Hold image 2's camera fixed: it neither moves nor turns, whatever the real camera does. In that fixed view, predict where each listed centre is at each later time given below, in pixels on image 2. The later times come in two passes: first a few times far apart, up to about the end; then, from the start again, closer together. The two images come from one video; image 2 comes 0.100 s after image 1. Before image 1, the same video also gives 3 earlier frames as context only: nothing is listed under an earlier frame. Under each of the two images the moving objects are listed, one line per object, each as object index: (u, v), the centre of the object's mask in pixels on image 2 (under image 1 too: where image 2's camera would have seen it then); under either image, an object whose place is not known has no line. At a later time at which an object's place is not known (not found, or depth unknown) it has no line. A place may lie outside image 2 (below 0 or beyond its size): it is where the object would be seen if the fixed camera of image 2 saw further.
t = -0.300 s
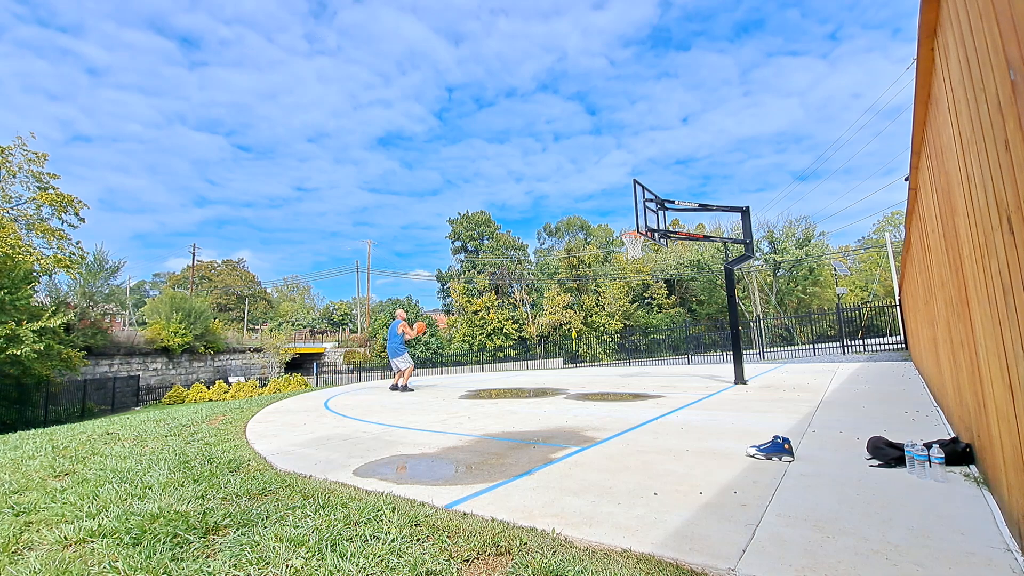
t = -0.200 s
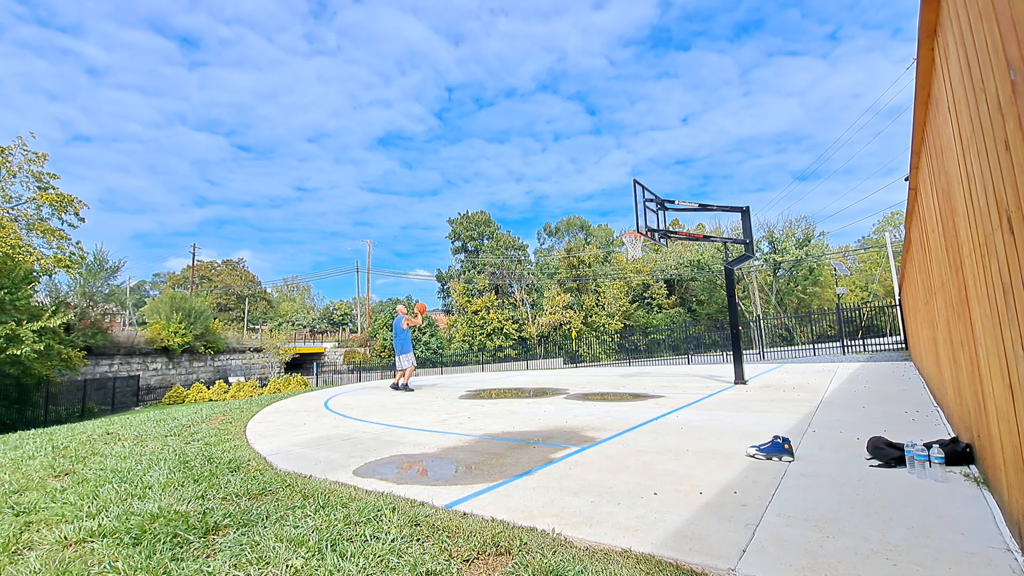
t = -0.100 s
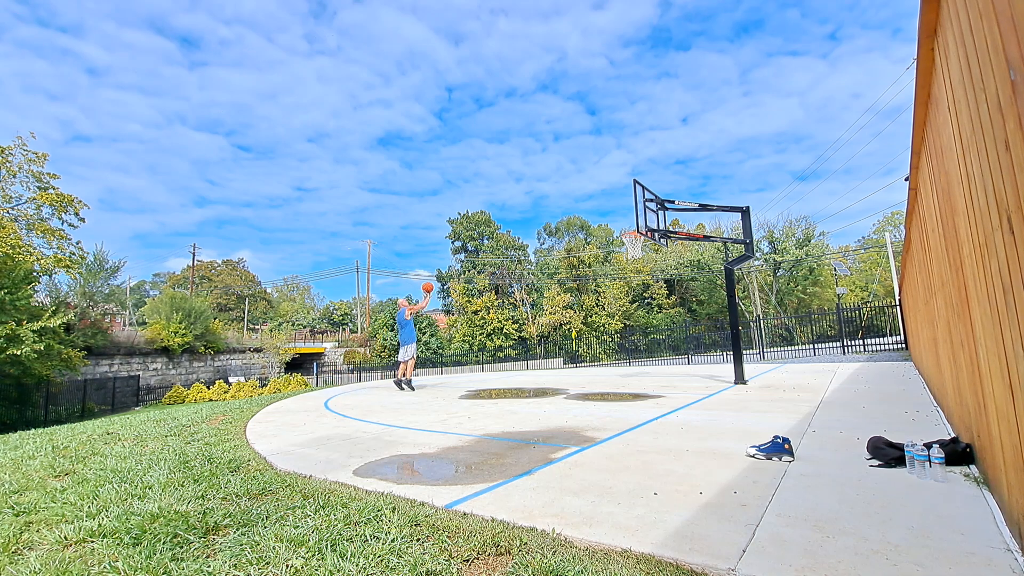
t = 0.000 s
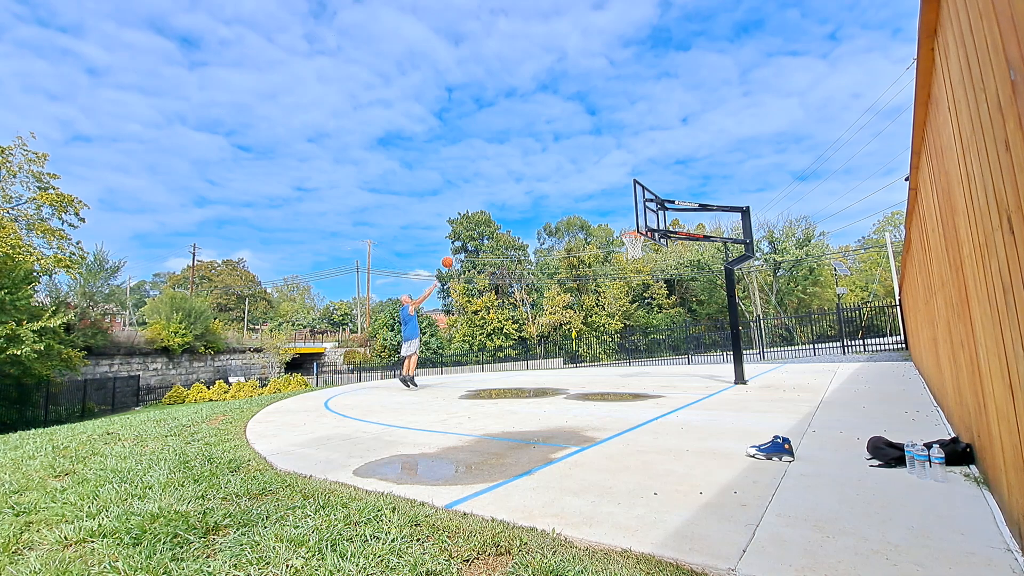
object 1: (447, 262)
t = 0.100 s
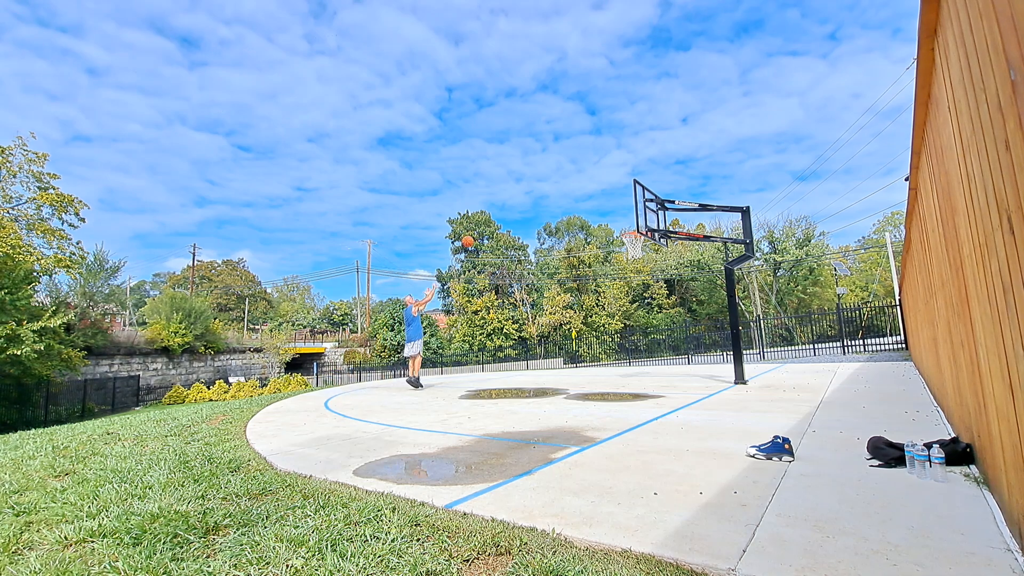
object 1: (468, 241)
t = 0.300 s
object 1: (508, 213)
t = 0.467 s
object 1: (542, 203)
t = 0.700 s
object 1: (590, 209)
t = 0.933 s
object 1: (640, 240)
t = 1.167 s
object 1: (653, 258)
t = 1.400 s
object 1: (664, 299)
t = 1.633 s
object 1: (678, 365)
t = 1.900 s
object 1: (668, 328)
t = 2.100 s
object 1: (660, 306)
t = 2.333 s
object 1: (653, 305)
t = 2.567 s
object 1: (648, 330)
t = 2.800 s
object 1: (645, 376)
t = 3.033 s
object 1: (640, 341)
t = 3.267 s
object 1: (637, 334)
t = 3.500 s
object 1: (637, 351)
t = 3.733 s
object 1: (636, 366)
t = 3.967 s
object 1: (632, 350)
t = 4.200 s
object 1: (630, 360)
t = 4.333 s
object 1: (630, 376)
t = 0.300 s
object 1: (508, 213)
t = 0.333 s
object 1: (515, 210)
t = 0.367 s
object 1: (522, 207)
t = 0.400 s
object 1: (529, 205)
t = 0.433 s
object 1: (535, 204)
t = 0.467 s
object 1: (542, 203)
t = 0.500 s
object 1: (549, 202)
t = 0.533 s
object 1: (556, 202)
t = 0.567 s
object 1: (562, 203)
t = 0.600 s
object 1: (569, 204)
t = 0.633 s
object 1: (576, 205)
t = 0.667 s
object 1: (583, 207)
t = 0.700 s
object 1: (590, 209)
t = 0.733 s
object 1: (597, 212)
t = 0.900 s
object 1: (632, 234)
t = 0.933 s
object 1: (640, 240)
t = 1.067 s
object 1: (649, 249)
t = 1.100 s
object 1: (650, 251)
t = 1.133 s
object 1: (652, 255)
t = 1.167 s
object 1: (653, 258)
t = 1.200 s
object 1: (654, 262)
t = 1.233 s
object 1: (656, 267)
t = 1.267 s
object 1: (657, 273)
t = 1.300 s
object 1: (659, 278)
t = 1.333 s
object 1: (660, 284)
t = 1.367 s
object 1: (662, 291)
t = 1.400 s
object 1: (664, 299)
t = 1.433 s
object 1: (666, 306)
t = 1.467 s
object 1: (668, 315)
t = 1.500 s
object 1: (670, 324)
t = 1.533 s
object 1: (672, 333)
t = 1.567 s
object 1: (674, 343)
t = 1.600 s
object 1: (676, 354)
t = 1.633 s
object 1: (678, 365)
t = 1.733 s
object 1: (676, 360)
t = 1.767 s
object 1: (675, 352)
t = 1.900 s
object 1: (668, 328)
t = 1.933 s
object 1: (667, 323)
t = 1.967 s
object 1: (666, 319)
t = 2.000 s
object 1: (664, 315)
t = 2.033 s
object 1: (663, 311)
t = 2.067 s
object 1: (662, 309)
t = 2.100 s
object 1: (660, 306)
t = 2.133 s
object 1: (659, 305)
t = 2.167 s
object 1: (658, 304)
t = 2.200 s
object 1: (657, 303)
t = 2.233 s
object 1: (656, 303)
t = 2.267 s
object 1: (655, 303)
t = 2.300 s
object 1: (654, 304)
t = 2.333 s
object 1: (653, 305)
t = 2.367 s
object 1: (652, 307)
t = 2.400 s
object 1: (651, 310)
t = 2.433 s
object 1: (651, 313)
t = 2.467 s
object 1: (650, 316)
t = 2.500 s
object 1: (649, 320)
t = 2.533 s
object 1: (649, 325)
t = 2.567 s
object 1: (648, 330)
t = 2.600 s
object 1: (647, 335)
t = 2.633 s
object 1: (647, 341)
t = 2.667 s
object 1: (646, 348)
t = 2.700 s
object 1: (646, 355)
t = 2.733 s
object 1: (646, 362)
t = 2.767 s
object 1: (645, 371)
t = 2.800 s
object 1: (645, 376)
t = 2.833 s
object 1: (644, 369)
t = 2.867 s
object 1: (644, 363)
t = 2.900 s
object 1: (643, 358)
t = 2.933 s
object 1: (642, 354)
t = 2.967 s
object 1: (641, 349)
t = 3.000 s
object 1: (641, 345)
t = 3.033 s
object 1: (640, 341)
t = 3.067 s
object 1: (640, 339)
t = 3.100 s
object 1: (639, 337)
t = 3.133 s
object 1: (639, 335)
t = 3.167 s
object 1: (638, 334)
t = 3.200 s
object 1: (638, 334)
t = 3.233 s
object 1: (638, 334)
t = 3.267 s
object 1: (637, 334)
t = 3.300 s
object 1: (637, 335)
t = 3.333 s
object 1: (637, 336)
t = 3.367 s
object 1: (637, 338)
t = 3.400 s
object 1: (637, 341)
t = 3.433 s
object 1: (637, 344)
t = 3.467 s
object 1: (637, 347)
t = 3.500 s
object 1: (637, 351)
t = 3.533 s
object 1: (637, 355)
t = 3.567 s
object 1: (637, 360)
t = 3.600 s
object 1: (637, 366)
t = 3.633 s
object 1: (637, 372)
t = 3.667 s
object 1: (637, 375)
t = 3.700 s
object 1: (637, 370)
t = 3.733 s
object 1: (636, 366)
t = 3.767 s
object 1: (635, 362)
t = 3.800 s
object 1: (635, 359)
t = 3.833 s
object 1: (634, 356)
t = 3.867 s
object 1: (633, 354)
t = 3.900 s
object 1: (633, 352)
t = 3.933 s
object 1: (633, 351)
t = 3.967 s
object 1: (632, 350)
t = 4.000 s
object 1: (632, 350)
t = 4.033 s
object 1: (632, 350)
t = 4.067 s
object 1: (631, 351)
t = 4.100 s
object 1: (631, 352)
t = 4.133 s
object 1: (631, 354)
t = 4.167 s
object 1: (631, 356)
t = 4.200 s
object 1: (630, 360)
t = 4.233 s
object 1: (630, 363)
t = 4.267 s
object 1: (630, 367)
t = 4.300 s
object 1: (630, 371)
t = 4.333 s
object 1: (630, 376)
